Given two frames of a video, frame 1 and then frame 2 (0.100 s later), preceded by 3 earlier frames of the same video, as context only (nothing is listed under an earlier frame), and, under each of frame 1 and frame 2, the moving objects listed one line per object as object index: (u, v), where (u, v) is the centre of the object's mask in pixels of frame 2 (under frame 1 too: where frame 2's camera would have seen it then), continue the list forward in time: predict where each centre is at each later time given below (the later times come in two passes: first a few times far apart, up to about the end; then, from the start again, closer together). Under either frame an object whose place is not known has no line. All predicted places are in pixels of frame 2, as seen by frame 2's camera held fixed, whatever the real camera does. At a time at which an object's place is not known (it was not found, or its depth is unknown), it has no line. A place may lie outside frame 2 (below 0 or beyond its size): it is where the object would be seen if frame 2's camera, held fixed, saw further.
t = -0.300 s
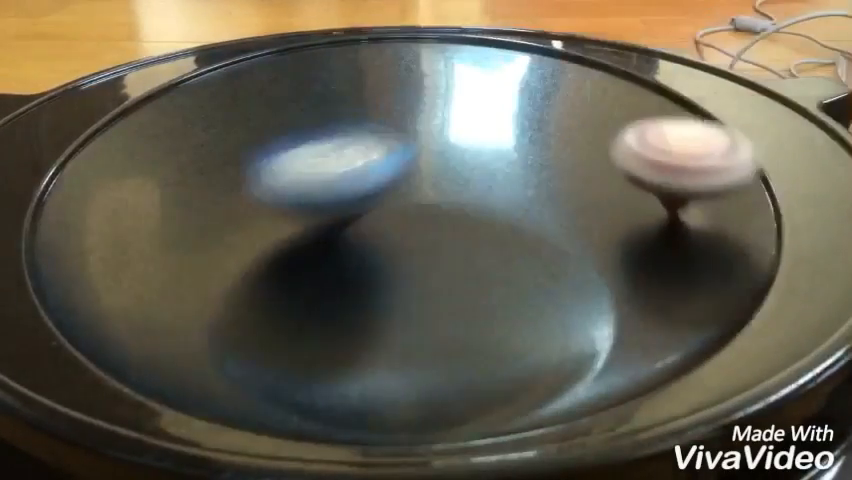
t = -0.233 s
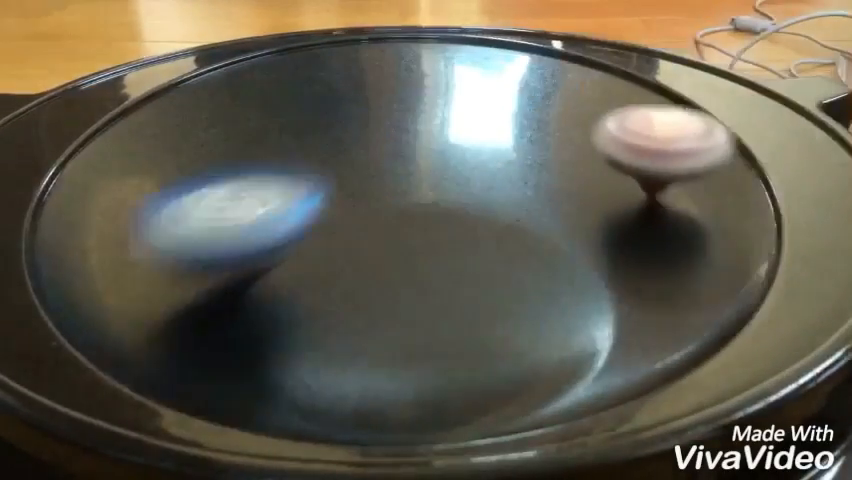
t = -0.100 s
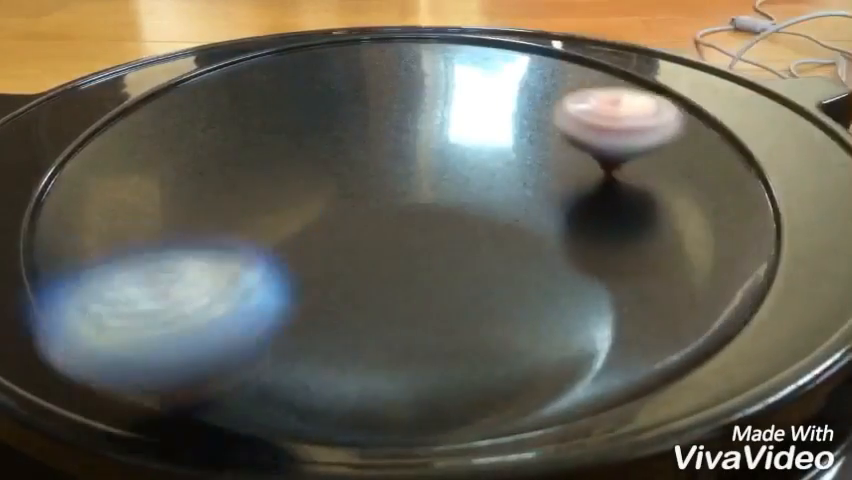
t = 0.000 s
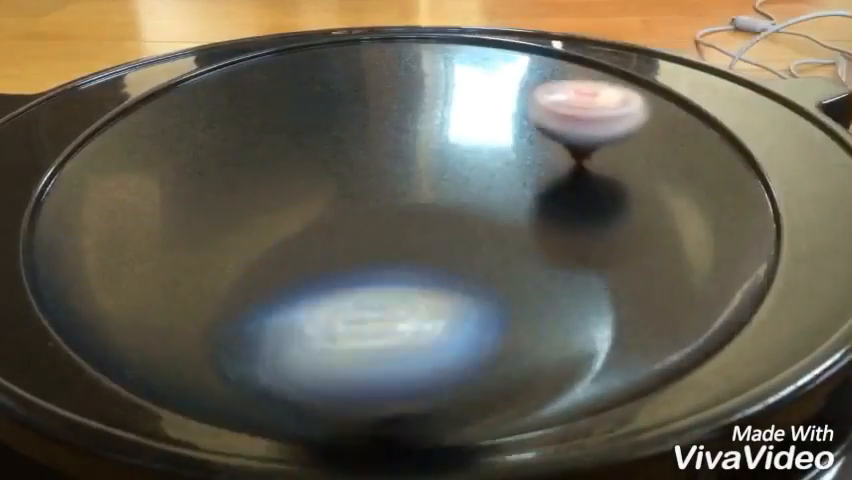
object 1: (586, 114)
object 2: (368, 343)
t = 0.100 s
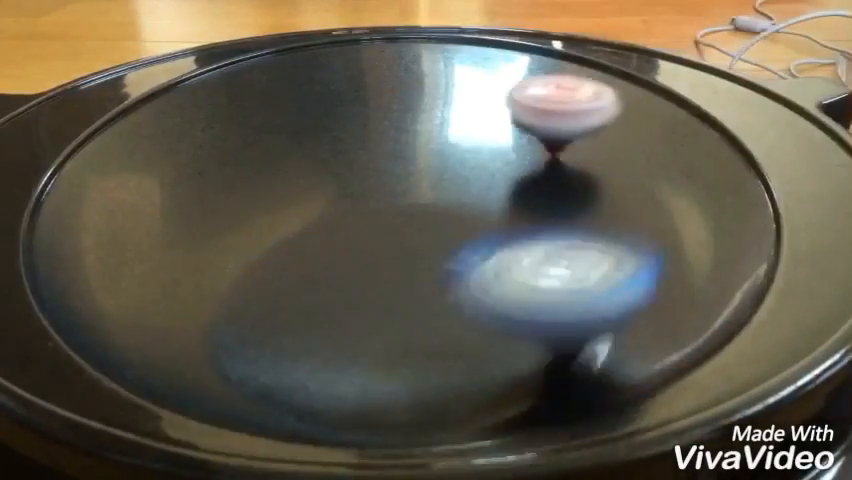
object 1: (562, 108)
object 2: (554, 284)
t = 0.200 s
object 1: (537, 107)
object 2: (552, 216)
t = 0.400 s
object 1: (491, 101)
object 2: (292, 172)
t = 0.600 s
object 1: (447, 100)
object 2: (65, 223)
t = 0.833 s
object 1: (402, 102)
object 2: (249, 323)
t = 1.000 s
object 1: (369, 106)
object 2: (530, 270)
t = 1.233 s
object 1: (300, 108)
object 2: (430, 138)
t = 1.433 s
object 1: (146, 90)
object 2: (383, 122)
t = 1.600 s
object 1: (77, 112)
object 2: (327, 133)
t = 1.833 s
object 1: (81, 186)
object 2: (284, 223)
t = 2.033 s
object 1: (154, 210)
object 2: (528, 307)
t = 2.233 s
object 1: (271, 249)
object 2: (702, 189)
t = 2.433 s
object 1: (480, 273)
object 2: (640, 113)
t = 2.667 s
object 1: (607, 188)
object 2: (448, 109)
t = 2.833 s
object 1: (626, 172)
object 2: (304, 151)
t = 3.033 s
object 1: (634, 166)
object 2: (191, 275)
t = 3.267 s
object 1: (624, 163)
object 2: (555, 320)
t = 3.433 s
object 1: (605, 145)
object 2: (623, 241)
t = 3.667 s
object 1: (568, 62)
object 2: (409, 315)
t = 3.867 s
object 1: (524, 30)
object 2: (425, 330)
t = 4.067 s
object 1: (497, 23)
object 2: (364, 272)
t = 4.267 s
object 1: (483, 22)
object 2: (187, 264)
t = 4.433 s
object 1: (474, 22)
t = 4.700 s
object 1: (452, 27)
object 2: (128, 181)
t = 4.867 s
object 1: (424, 39)
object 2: (152, 138)
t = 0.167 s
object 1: (545, 106)
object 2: (571, 238)
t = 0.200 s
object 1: (537, 107)
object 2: (552, 216)
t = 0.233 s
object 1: (529, 104)
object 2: (524, 202)
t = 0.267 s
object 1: (522, 103)
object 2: (487, 188)
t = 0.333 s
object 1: (506, 102)
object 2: (393, 175)
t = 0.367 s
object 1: (499, 101)
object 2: (340, 172)
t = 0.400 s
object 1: (491, 101)
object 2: (292, 172)
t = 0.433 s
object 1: (484, 100)
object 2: (240, 177)
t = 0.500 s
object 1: (467, 100)
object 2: (135, 193)
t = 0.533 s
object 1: (460, 100)
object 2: (86, 203)
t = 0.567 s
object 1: (453, 100)
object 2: (62, 209)
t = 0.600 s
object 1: (447, 100)
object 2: (65, 223)
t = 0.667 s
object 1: (433, 100)
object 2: (106, 252)
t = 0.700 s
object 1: (426, 100)
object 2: (126, 267)
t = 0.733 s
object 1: (420, 101)
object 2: (144, 283)
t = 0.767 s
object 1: (414, 101)
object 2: (168, 298)
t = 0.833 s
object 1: (402, 102)
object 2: (249, 323)
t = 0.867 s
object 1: (395, 102)
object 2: (306, 328)
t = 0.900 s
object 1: (388, 103)
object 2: (374, 333)
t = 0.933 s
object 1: (382, 104)
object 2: (443, 319)
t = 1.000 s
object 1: (369, 106)
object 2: (530, 270)
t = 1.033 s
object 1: (362, 107)
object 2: (541, 244)
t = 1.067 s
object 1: (355, 108)
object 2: (538, 220)
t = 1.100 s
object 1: (348, 109)
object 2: (521, 194)
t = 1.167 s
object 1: (334, 112)
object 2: (468, 157)
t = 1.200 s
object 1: (326, 114)
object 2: (437, 144)
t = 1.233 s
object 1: (300, 108)
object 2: (430, 138)
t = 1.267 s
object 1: (271, 102)
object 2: (426, 135)
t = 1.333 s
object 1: (219, 95)
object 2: (411, 128)
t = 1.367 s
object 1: (194, 93)
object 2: (401, 126)
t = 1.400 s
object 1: (171, 91)
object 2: (391, 124)
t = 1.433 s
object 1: (146, 90)
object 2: (383, 122)
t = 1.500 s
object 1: (98, 91)
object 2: (360, 123)
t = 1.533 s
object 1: (81, 95)
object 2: (348, 124)
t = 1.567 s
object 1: (80, 104)
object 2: (338, 128)
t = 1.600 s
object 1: (77, 112)
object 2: (327, 133)
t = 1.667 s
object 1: (68, 130)
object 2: (310, 146)
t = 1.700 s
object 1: (67, 139)
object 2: (303, 154)
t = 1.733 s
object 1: (67, 151)
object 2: (298, 165)
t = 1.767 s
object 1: (69, 163)
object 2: (292, 180)
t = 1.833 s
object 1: (81, 186)
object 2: (284, 223)
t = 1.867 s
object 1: (91, 194)
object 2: (295, 249)
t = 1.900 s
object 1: (102, 199)
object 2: (322, 276)
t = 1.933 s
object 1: (115, 202)
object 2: (362, 300)
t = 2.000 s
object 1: (140, 207)
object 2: (472, 317)
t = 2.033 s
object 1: (154, 210)
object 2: (528, 307)
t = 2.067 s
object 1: (169, 213)
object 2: (579, 288)
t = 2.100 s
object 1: (184, 216)
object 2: (617, 265)
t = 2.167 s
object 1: (222, 227)
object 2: (674, 226)
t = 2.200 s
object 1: (245, 237)
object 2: (692, 206)
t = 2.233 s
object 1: (271, 249)
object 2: (702, 189)
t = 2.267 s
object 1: (302, 261)
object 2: (706, 174)
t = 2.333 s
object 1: (372, 279)
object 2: (695, 142)
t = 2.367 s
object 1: (409, 281)
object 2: (679, 132)
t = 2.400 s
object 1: (445, 279)
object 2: (661, 121)
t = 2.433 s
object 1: (480, 273)
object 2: (640, 113)
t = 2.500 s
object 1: (539, 246)
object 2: (589, 100)
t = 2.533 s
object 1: (561, 231)
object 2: (569, 100)
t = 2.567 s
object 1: (577, 215)
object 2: (545, 102)
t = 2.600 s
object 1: (588, 202)
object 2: (516, 103)
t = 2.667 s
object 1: (607, 188)
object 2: (448, 109)
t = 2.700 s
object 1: (613, 183)
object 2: (419, 115)
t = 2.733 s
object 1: (616, 179)
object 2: (388, 123)
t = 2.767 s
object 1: (620, 176)
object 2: (361, 131)
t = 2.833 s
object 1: (626, 172)
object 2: (304, 151)
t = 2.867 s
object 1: (628, 171)
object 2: (277, 165)
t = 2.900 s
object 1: (630, 169)
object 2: (249, 182)
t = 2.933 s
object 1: (631, 168)
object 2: (226, 201)
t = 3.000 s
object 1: (633, 167)
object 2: (193, 247)
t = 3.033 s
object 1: (634, 166)
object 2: (191, 275)
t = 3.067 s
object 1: (634, 165)
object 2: (202, 303)
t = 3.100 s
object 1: (634, 165)
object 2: (230, 329)
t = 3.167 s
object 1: (633, 163)
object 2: (342, 356)
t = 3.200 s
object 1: (631, 163)
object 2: (423, 353)
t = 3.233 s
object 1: (628, 163)
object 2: (493, 337)
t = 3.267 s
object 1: (624, 163)
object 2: (555, 320)
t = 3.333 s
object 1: (615, 164)
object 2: (629, 280)
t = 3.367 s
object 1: (610, 161)
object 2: (641, 256)
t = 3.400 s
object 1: (604, 159)
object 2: (640, 237)
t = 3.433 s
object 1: (605, 145)
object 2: (623, 241)
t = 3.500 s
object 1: (604, 110)
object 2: (569, 269)
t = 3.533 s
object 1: (599, 96)
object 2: (537, 281)
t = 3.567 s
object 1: (593, 87)
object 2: (506, 289)
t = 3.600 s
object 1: (586, 78)
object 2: (468, 298)
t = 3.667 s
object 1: (568, 62)
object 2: (409, 315)
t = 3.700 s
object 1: (560, 55)
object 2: (390, 324)
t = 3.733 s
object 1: (552, 48)
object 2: (382, 329)
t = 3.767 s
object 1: (545, 43)
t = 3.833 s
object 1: (531, 34)
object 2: (406, 334)
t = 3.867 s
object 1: (524, 30)
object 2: (425, 330)
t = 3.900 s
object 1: (519, 27)
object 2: (438, 320)
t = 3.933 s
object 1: (513, 25)
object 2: (439, 308)
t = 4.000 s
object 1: (505, 23)
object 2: (411, 286)
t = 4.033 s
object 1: (501, 23)
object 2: (390, 277)
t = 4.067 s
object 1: (497, 23)
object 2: (364, 272)
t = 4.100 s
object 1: (493, 22)
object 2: (334, 269)
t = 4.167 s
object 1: (488, 22)
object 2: (271, 263)
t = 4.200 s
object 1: (486, 22)
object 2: (240, 263)
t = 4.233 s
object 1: (484, 22)
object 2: (212, 263)
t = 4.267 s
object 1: (483, 22)
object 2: (187, 264)
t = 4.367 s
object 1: (478, 22)
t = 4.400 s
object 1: (476, 22)
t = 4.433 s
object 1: (474, 22)
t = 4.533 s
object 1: (467, 24)
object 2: (112, 223)
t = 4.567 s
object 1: (465, 24)
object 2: (114, 215)
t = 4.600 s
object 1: (462, 24)
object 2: (117, 206)
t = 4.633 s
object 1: (460, 25)
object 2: (120, 198)
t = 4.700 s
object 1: (452, 27)
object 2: (128, 181)
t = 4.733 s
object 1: (448, 30)
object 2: (133, 172)
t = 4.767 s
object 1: (444, 31)
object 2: (138, 163)
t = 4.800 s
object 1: (439, 33)
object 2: (143, 154)
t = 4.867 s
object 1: (424, 39)
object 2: (152, 138)
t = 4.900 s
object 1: (416, 42)
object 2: (157, 131)
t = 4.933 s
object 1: (407, 45)
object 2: (162, 124)
